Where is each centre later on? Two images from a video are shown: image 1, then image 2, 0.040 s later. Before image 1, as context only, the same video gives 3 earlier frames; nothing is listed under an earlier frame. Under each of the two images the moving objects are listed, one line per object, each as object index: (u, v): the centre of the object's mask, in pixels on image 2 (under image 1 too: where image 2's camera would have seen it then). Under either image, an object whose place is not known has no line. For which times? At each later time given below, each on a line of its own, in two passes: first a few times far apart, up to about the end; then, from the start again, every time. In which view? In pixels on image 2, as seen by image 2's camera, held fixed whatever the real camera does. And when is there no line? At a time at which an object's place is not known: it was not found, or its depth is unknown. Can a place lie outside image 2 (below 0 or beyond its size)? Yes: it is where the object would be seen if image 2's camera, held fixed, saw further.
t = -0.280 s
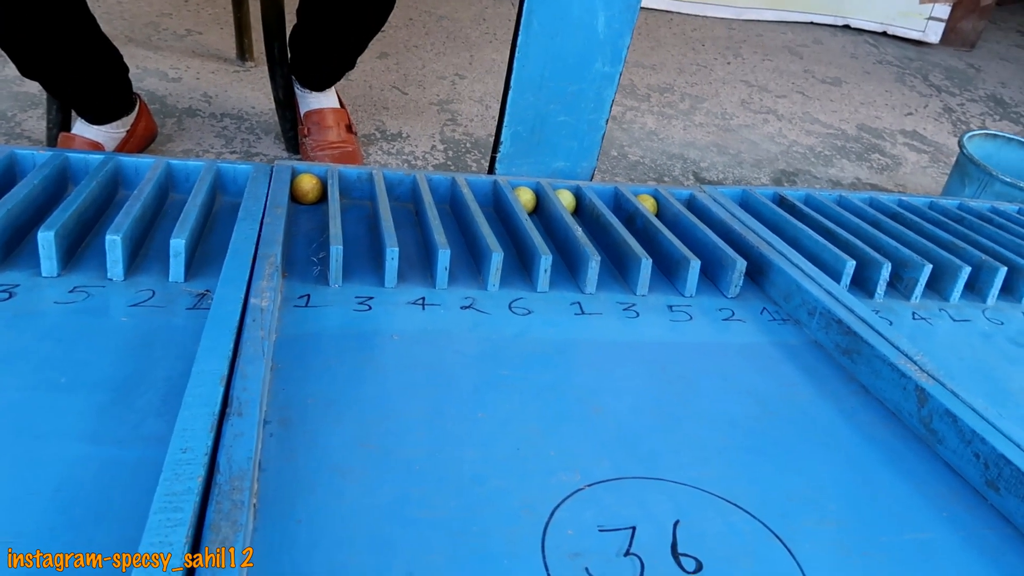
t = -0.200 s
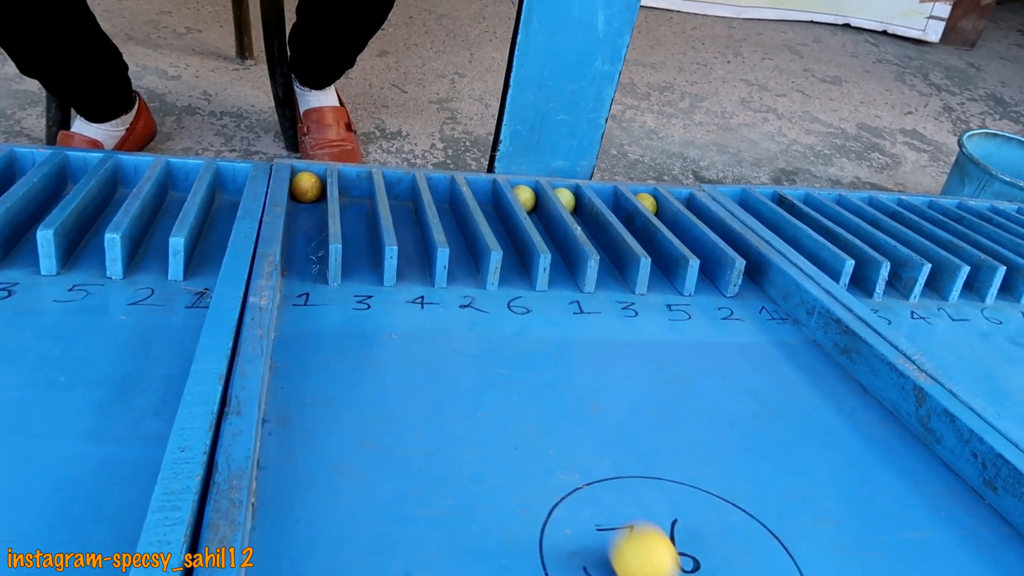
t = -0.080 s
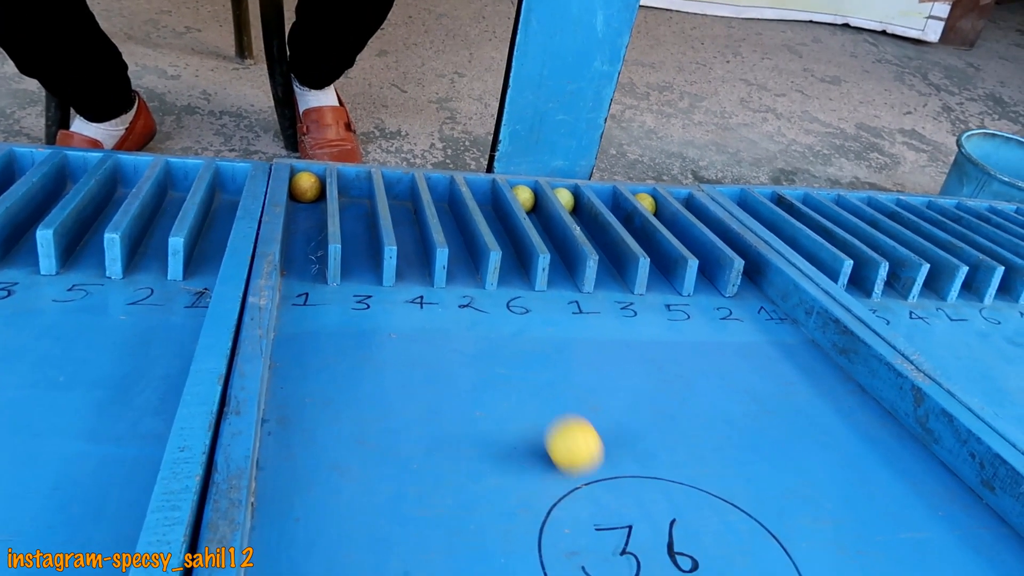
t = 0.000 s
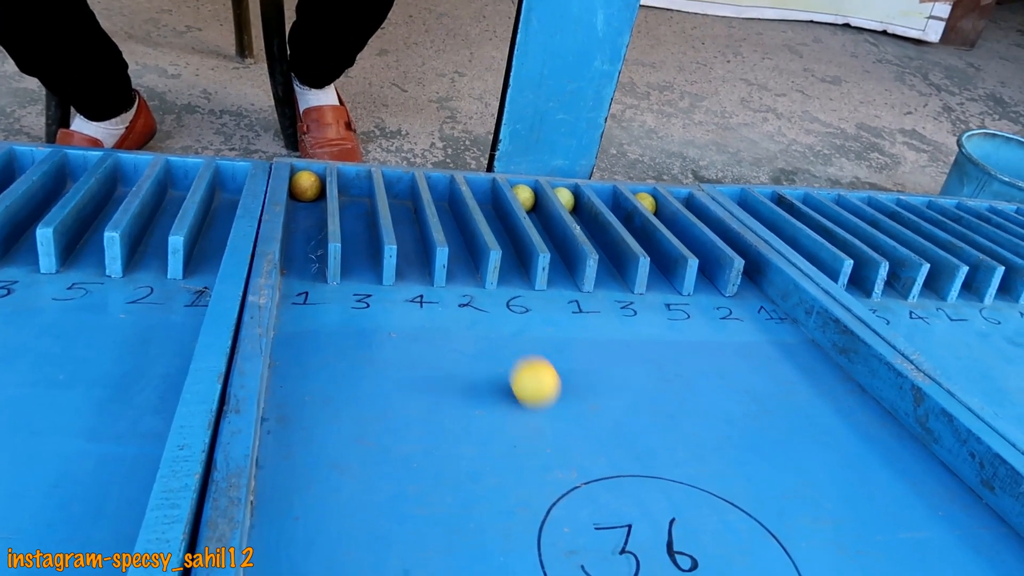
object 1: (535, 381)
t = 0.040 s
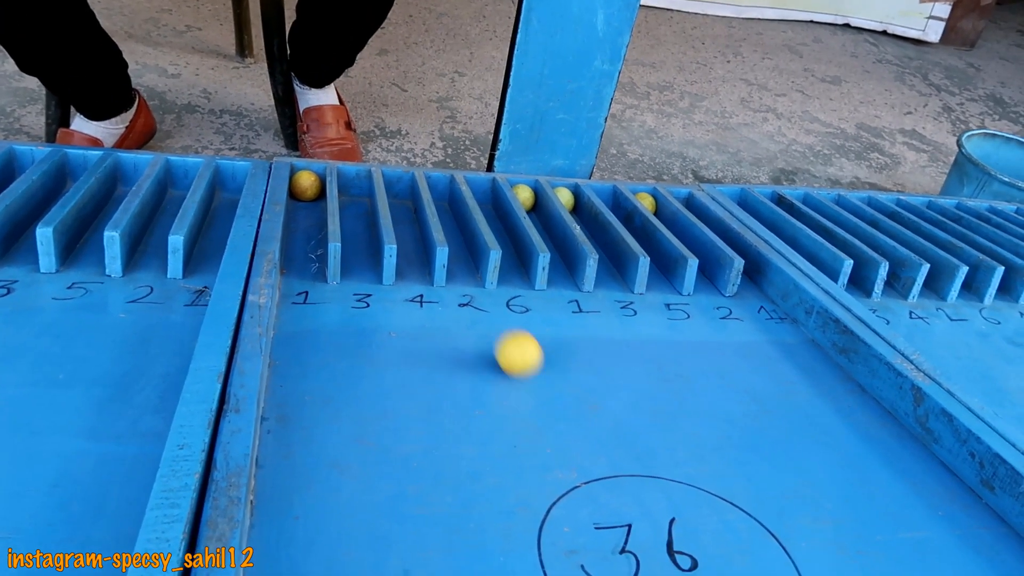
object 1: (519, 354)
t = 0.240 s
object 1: (464, 263)
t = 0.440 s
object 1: (453, 226)
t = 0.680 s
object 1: (449, 214)
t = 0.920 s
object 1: (449, 214)
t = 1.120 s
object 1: (449, 214)
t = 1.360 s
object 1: (449, 214)
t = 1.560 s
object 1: (449, 214)
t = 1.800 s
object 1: (449, 214)
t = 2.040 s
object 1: (449, 214)
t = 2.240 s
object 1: (449, 214)
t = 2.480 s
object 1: (450, 214)
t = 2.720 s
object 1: (449, 214)
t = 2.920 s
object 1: (449, 214)
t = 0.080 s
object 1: (503, 327)
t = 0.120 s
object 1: (489, 304)
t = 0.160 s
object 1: (475, 281)
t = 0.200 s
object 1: (466, 267)
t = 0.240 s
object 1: (464, 263)
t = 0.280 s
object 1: (464, 258)
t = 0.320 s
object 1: (461, 251)
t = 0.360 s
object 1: (459, 242)
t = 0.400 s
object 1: (457, 234)
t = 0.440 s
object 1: (453, 226)
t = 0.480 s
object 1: (450, 218)
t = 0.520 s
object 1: (449, 214)
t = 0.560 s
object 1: (449, 214)
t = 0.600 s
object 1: (449, 214)
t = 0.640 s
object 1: (449, 214)
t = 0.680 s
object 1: (449, 214)
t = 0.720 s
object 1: (449, 214)
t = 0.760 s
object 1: (449, 214)
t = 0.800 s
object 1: (449, 214)
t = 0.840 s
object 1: (449, 214)
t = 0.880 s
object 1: (449, 214)
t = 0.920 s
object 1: (449, 214)
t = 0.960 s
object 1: (449, 214)
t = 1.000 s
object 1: (449, 214)
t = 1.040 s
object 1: (449, 214)
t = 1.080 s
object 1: (449, 214)
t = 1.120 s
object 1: (449, 214)
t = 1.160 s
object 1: (449, 214)
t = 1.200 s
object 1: (449, 214)
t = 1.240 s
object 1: (449, 214)
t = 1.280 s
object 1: (449, 214)
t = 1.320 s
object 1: (449, 214)
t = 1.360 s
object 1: (449, 214)
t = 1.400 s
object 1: (449, 214)
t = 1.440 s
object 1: (449, 214)
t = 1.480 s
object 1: (449, 214)
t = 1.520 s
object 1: (449, 214)
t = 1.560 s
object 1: (449, 214)
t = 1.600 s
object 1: (449, 214)
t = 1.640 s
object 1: (449, 214)
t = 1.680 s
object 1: (449, 214)
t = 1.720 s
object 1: (449, 214)
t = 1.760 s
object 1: (449, 214)
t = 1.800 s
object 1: (449, 214)
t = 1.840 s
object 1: (449, 214)
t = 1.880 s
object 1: (449, 214)
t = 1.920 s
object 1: (449, 214)
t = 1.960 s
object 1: (449, 214)
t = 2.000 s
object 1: (449, 214)
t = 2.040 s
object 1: (449, 214)
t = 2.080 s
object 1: (449, 214)
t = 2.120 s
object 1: (449, 214)
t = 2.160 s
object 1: (449, 214)
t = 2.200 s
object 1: (449, 214)
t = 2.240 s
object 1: (449, 214)
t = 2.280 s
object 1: (449, 214)
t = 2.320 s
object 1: (449, 214)
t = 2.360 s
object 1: (449, 214)
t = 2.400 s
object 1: (450, 213)
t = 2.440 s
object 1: (450, 213)
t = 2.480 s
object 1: (450, 214)
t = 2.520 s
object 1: (449, 214)
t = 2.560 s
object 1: (449, 214)
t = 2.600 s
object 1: (449, 214)
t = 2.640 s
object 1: (449, 214)
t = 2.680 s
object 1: (449, 214)
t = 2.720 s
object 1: (449, 214)
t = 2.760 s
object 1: (449, 214)
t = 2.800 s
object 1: (449, 214)
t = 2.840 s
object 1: (449, 214)
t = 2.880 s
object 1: (449, 214)
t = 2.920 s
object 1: (449, 214)
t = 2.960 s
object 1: (449, 214)
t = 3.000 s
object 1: (449, 214)
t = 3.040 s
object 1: (449, 214)
